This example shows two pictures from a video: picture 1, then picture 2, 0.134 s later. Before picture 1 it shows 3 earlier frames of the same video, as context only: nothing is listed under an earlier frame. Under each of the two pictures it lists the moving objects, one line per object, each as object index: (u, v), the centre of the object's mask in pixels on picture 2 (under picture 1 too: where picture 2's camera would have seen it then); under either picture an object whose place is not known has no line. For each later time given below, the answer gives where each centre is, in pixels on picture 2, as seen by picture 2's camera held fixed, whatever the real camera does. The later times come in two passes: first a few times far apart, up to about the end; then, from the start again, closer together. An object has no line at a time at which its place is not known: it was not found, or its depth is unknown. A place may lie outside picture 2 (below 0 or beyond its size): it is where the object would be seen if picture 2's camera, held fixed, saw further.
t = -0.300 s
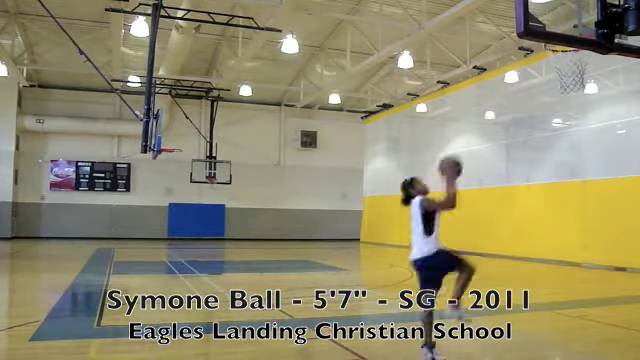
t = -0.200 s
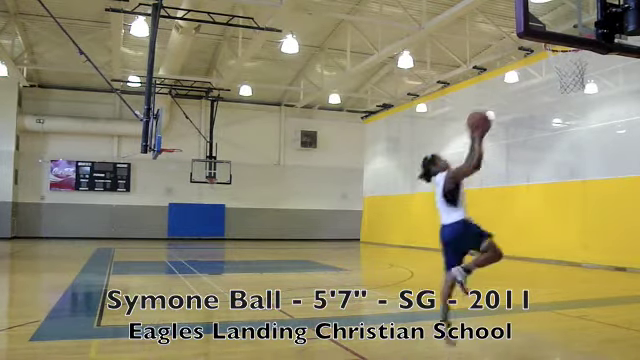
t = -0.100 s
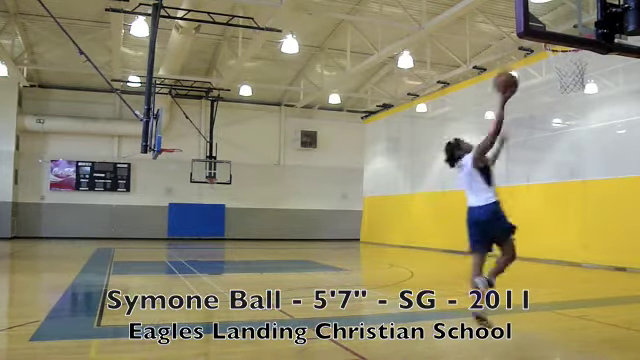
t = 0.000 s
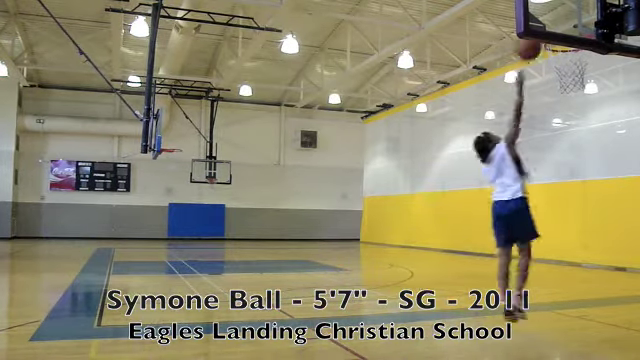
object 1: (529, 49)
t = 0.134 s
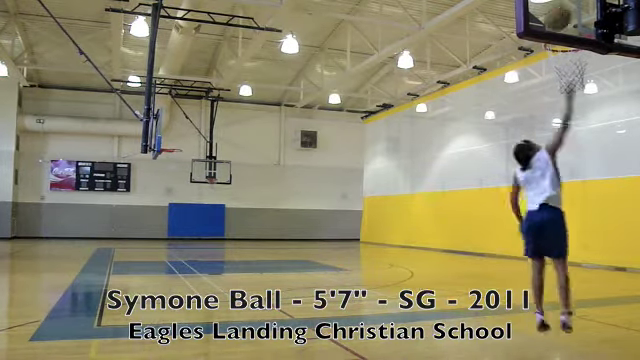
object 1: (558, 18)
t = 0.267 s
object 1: (577, 10)
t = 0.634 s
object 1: (578, 69)
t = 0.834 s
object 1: (568, 95)
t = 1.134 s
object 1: (553, 201)
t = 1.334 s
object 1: (541, 322)
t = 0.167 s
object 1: (564, 13)
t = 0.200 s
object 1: (572, 11)
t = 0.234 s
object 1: (577, 10)
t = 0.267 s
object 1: (577, 10)
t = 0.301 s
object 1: (577, 10)
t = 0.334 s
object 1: (577, 10)
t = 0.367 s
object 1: (579, 13)
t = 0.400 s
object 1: (578, 17)
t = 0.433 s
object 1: (578, 22)
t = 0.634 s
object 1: (578, 69)
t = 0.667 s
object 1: (577, 72)
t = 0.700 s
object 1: (576, 75)
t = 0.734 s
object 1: (574, 78)
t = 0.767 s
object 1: (572, 82)
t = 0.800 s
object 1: (570, 89)
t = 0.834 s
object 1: (568, 95)
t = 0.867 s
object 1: (566, 102)
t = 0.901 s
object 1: (565, 110)
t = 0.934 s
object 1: (563, 120)
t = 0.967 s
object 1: (561, 131)
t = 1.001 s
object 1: (559, 143)
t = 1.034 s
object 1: (558, 156)
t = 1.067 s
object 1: (556, 170)
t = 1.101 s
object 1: (554, 185)
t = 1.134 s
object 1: (553, 201)
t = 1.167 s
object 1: (551, 219)
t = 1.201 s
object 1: (549, 237)
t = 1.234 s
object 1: (547, 257)
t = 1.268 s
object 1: (545, 278)
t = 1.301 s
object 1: (543, 299)
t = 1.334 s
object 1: (541, 322)
